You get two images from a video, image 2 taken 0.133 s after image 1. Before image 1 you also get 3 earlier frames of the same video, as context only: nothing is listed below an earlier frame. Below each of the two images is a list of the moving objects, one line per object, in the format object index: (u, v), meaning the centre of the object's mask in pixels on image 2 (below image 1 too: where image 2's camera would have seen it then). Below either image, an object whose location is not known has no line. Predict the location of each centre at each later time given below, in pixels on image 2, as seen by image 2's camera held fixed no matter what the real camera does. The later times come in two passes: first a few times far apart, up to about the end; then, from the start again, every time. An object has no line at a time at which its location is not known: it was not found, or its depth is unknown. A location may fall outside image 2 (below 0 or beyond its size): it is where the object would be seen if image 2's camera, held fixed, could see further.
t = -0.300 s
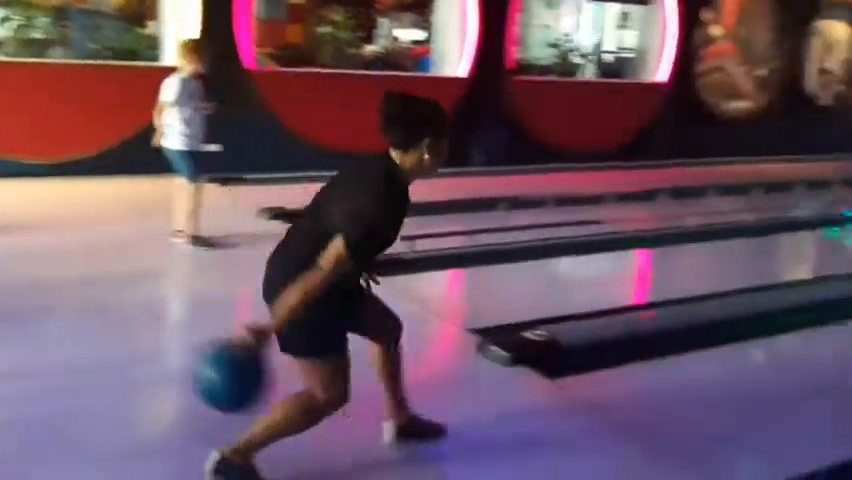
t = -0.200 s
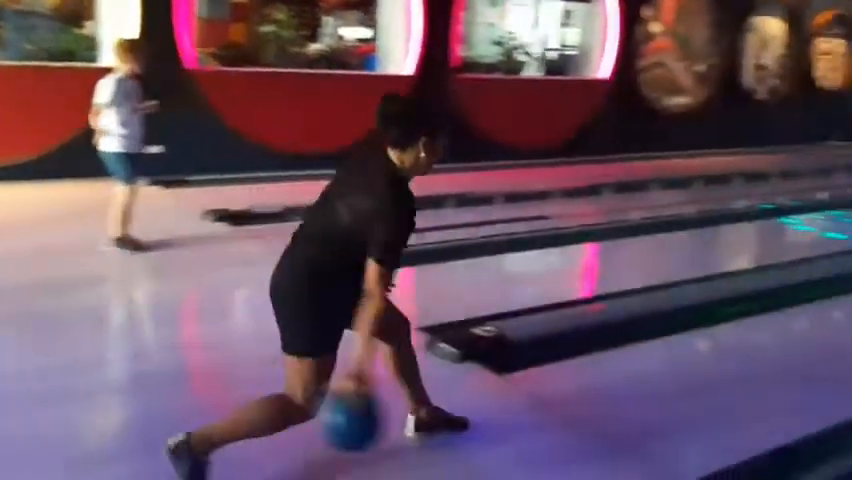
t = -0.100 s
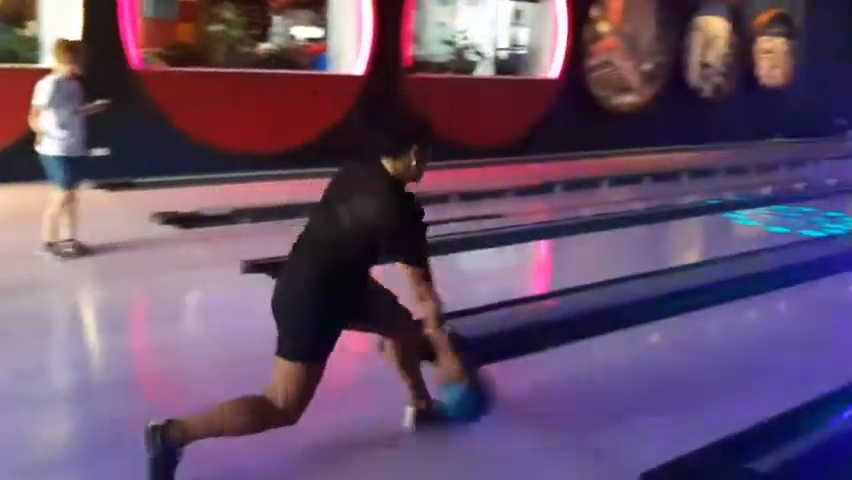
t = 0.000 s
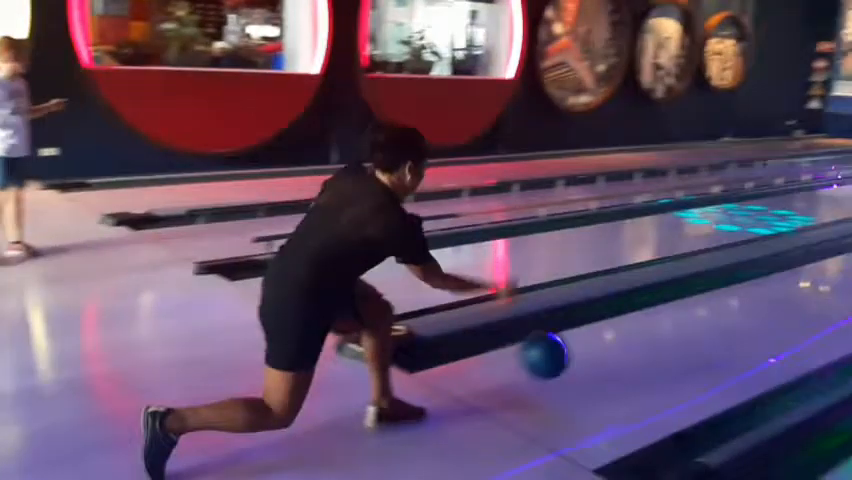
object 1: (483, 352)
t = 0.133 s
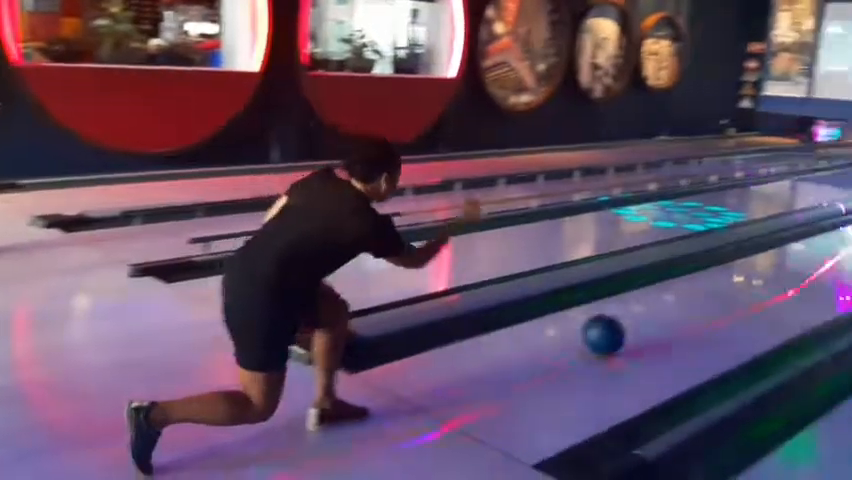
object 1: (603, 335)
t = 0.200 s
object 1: (649, 316)
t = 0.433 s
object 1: (767, 276)
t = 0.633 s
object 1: (837, 250)
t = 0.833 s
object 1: (889, 232)
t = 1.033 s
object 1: (930, 217)
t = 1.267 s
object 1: (963, 205)
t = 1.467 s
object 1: (990, 195)
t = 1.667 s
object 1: (1007, 187)
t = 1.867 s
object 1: (1022, 182)
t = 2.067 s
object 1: (1039, 179)
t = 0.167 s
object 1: (627, 324)
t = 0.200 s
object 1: (649, 316)
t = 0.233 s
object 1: (669, 310)
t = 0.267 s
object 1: (688, 304)
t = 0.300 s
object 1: (707, 298)
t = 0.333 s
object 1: (724, 292)
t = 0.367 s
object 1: (739, 286)
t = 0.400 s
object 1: (752, 281)
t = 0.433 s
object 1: (767, 276)
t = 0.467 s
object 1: (780, 271)
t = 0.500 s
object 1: (793, 266)
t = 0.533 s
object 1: (804, 262)
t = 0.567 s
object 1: (815, 258)
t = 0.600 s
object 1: (826, 254)
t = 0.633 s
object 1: (837, 250)
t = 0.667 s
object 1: (847, 247)
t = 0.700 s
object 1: (856, 244)
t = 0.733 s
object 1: (865, 240)
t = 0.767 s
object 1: (874, 237)
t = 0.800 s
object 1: (882, 234)
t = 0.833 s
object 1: (889, 232)
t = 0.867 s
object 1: (897, 228)
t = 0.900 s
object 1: (904, 226)
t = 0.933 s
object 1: (911, 224)
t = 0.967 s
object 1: (918, 221)
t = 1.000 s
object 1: (924, 219)
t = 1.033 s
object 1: (930, 217)
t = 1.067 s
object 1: (936, 214)
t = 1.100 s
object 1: (943, 213)
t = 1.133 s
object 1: (947, 211)
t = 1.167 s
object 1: (951, 209)
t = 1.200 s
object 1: (956, 208)
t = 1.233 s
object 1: (960, 206)
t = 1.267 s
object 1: (963, 205)
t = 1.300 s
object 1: (970, 202)
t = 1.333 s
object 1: (974, 201)
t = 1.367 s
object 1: (979, 199)
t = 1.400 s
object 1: (983, 198)
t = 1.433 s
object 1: (986, 196)
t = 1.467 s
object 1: (990, 195)
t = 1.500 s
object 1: (993, 194)
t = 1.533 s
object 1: (999, 192)
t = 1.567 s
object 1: (999, 191)
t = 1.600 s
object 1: (1002, 191)
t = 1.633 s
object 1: (1004, 188)
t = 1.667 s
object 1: (1007, 187)
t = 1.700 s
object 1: (1011, 186)
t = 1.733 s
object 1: (1013, 186)
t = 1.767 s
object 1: (1017, 184)
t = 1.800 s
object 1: (1020, 183)
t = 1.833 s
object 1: (1021, 182)
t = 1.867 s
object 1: (1022, 182)
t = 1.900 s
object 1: (1026, 181)
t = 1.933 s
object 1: (1026, 181)
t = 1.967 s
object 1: (1031, 178)
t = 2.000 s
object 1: (1032, 180)
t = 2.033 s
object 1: (1038, 177)
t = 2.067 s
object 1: (1039, 179)
